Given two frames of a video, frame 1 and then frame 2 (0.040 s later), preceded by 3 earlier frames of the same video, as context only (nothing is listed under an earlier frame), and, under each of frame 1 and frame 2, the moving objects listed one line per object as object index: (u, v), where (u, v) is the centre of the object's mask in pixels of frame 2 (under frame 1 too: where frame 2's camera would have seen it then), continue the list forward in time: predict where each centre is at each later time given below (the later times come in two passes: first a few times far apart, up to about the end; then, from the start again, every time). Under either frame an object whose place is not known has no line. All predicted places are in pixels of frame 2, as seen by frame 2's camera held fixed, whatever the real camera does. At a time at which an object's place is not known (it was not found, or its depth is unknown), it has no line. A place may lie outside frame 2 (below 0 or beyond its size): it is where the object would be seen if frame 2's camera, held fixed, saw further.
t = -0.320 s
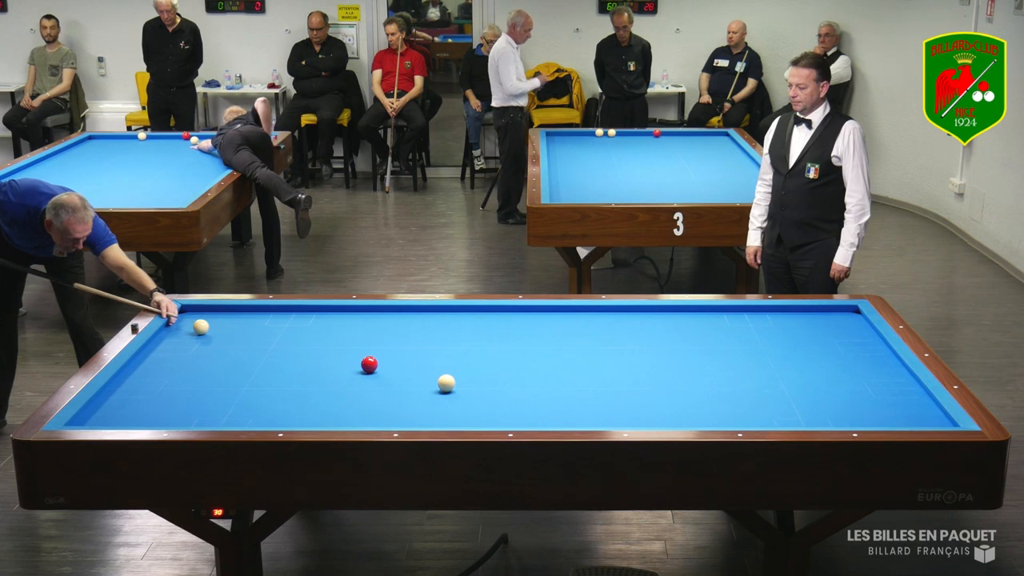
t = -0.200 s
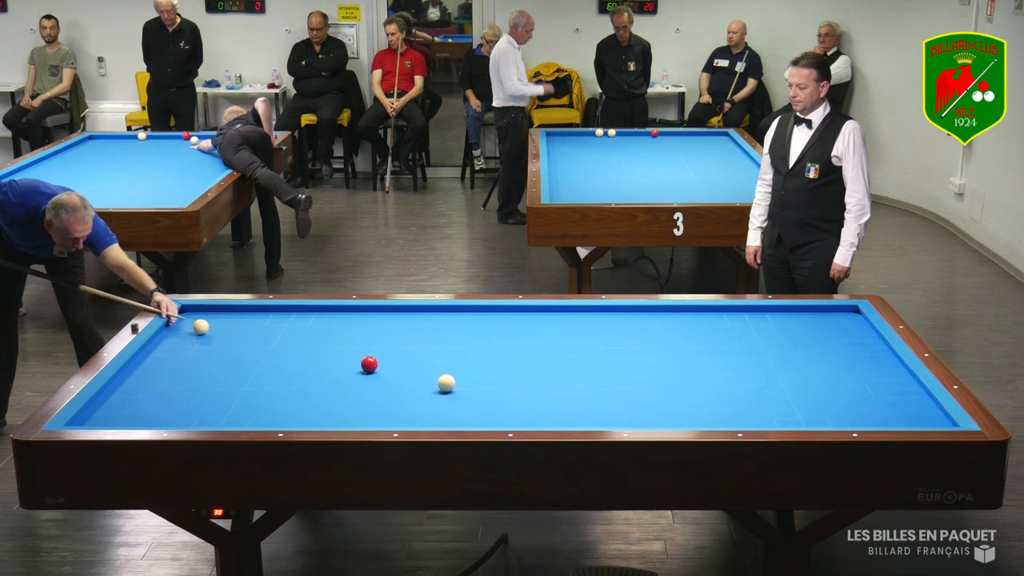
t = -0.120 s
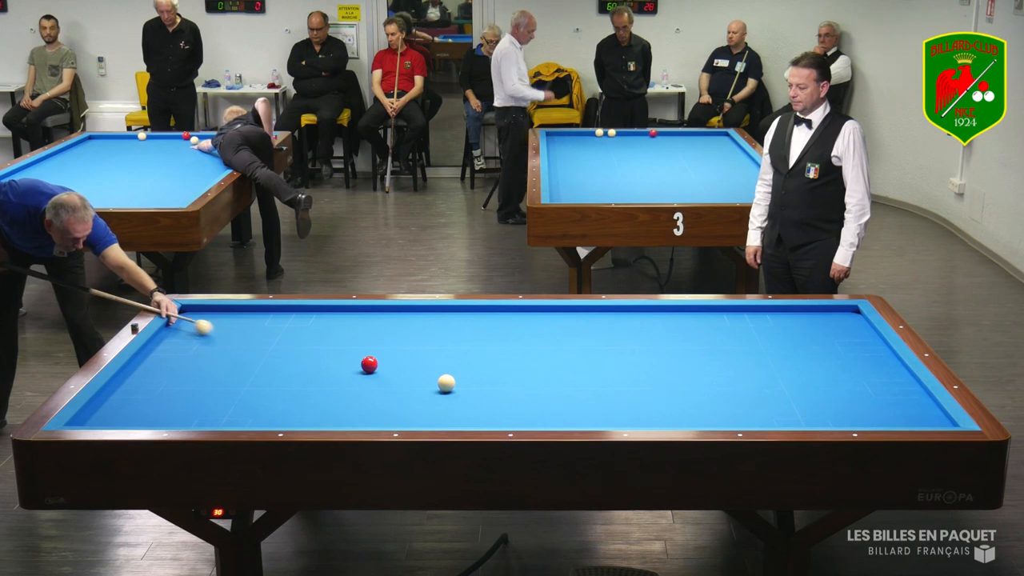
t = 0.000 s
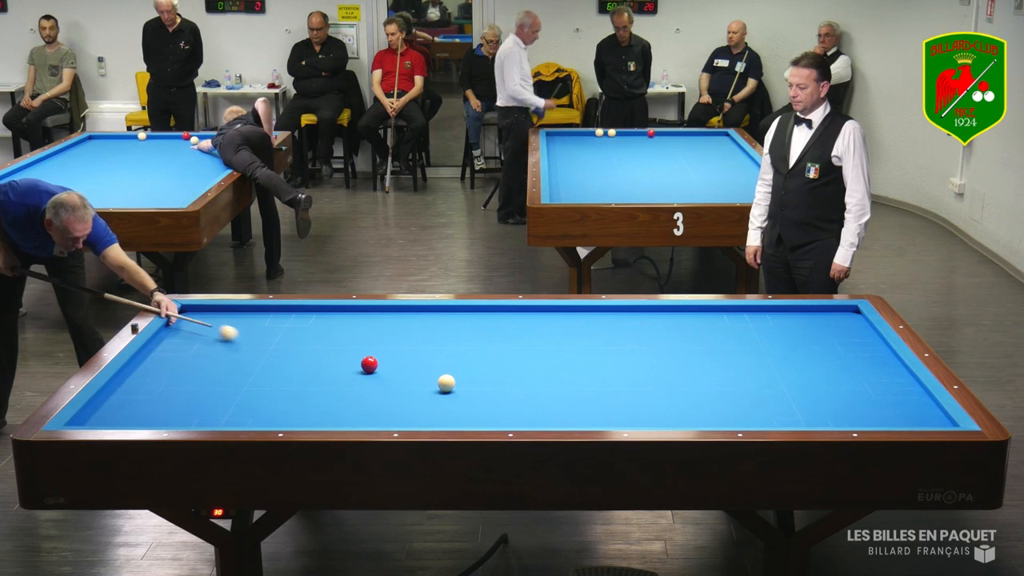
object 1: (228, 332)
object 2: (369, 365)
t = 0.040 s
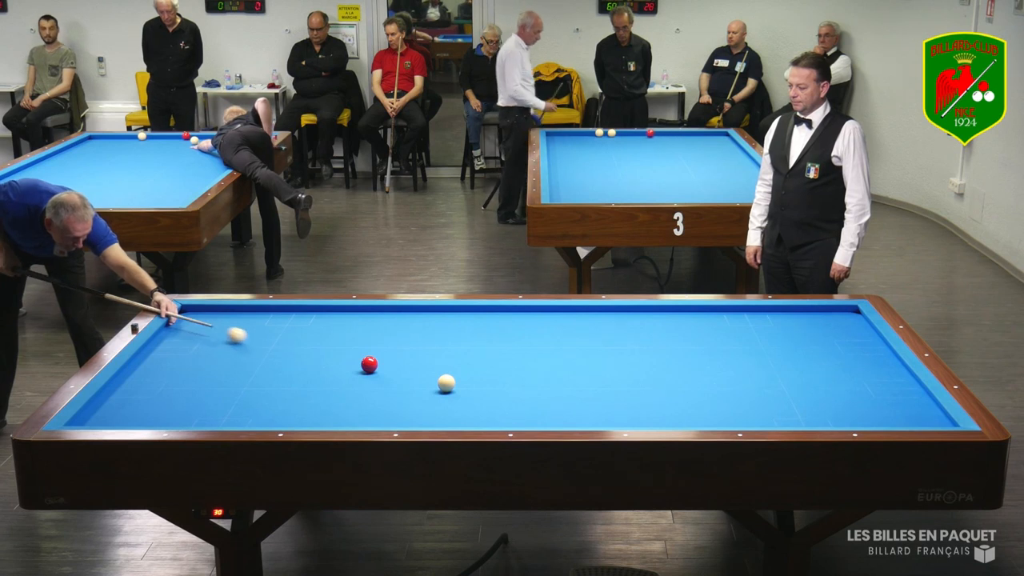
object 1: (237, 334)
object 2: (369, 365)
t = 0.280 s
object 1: (289, 347)
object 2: (369, 364)
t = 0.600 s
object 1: (352, 365)
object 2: (380, 365)
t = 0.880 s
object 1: (358, 378)
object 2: (436, 368)
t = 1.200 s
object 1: (370, 394)
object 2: (493, 372)
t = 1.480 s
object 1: (380, 408)
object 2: (543, 375)
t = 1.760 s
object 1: (391, 419)
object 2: (591, 378)
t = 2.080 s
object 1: (404, 418)
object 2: (647, 381)
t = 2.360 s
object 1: (416, 412)
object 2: (694, 384)
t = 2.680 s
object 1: (427, 404)
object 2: (748, 388)
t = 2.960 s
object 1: (437, 398)
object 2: (795, 390)
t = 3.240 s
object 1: (445, 392)
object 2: (840, 393)
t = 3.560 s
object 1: (455, 388)
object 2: (892, 396)
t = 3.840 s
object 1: (463, 387)
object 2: (919, 399)
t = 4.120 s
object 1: (470, 385)
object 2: (897, 401)
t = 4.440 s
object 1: (477, 384)
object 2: (873, 403)
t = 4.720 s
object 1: (482, 383)
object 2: (853, 404)
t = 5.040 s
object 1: (487, 382)
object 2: (831, 406)
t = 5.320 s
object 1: (490, 382)
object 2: (813, 408)
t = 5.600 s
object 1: (493, 381)
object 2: (796, 410)
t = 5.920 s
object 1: (494, 381)
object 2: (778, 411)
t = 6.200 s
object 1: (494, 381)
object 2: (764, 413)
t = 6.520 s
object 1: (494, 381)
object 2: (748, 414)
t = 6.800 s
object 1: (494, 381)
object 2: (736, 415)
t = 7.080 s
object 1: (494, 381)
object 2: (725, 416)
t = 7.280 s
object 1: (494, 381)
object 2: (717, 416)
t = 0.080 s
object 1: (245, 337)
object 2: (369, 364)
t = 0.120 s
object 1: (253, 339)
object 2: (369, 364)
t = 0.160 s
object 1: (262, 341)
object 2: (369, 364)
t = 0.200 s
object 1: (271, 343)
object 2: (369, 364)
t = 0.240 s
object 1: (280, 345)
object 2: (369, 364)
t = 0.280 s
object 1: (289, 347)
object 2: (369, 364)
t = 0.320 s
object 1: (298, 350)
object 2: (369, 364)
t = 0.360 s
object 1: (307, 352)
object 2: (369, 364)
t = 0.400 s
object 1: (316, 354)
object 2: (369, 364)
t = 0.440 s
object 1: (325, 356)
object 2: (369, 364)
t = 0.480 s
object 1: (334, 358)
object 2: (369, 364)
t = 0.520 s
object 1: (344, 360)
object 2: (369, 364)
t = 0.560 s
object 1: (351, 364)
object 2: (370, 364)
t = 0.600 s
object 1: (352, 365)
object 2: (380, 365)
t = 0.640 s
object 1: (351, 367)
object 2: (390, 366)
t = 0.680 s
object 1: (352, 369)
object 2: (399, 366)
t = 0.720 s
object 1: (353, 371)
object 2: (407, 367)
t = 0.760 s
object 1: (354, 373)
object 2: (415, 367)
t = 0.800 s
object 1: (356, 375)
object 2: (422, 367)
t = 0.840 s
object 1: (357, 376)
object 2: (429, 368)
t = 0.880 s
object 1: (358, 378)
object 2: (436, 368)
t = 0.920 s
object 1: (360, 380)
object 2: (444, 367)
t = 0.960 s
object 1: (361, 382)
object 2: (451, 368)
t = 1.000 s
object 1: (363, 384)
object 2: (458, 370)
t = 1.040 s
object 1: (364, 386)
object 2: (465, 370)
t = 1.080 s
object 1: (365, 388)
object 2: (472, 371)
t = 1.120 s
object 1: (367, 390)
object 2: (479, 371)
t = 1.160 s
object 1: (368, 392)
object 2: (486, 371)
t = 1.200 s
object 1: (370, 394)
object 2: (493, 372)
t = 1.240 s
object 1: (371, 396)
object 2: (501, 372)
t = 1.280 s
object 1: (373, 398)
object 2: (508, 373)
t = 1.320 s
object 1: (374, 400)
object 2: (515, 373)
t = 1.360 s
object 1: (375, 402)
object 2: (521, 373)
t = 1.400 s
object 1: (377, 404)
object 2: (529, 374)
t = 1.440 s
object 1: (378, 406)
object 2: (536, 374)
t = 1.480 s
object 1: (380, 408)
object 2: (543, 375)
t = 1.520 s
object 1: (381, 410)
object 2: (550, 375)
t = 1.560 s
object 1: (383, 412)
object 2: (557, 375)
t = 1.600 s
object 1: (385, 414)
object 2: (564, 376)
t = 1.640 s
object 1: (386, 416)
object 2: (571, 377)
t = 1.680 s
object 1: (387, 417)
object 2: (578, 377)
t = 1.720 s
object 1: (389, 418)
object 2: (585, 378)
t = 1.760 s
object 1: (391, 419)
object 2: (591, 378)
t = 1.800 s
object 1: (392, 421)
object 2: (598, 378)
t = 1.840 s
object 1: (394, 422)
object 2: (605, 379)
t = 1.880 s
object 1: (396, 422)
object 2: (612, 379)
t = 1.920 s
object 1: (398, 421)
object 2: (619, 380)
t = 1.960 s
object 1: (399, 420)
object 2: (626, 380)
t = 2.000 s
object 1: (401, 419)
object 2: (633, 381)
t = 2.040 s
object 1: (403, 419)
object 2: (640, 381)
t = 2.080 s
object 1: (404, 418)
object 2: (647, 381)
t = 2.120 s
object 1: (406, 418)
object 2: (653, 382)
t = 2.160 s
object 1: (408, 417)
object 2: (660, 382)
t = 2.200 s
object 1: (409, 416)
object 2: (667, 383)
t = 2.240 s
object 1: (411, 415)
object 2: (674, 383)
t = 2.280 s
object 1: (412, 414)
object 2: (681, 384)
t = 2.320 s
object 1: (414, 413)
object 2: (687, 384)
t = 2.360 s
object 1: (416, 412)
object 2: (694, 384)
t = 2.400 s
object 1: (417, 411)
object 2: (701, 385)
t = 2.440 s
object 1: (418, 410)
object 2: (708, 385)
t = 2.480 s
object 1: (420, 409)
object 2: (714, 386)
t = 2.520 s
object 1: (421, 408)
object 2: (721, 386)
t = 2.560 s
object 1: (423, 407)
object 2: (728, 386)
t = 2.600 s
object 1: (425, 406)
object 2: (734, 387)
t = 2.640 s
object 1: (426, 405)
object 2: (741, 387)
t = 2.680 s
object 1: (427, 404)
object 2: (748, 388)
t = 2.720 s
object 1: (429, 403)
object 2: (754, 388)
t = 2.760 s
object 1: (430, 402)
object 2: (761, 388)
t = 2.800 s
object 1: (431, 401)
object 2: (768, 389)
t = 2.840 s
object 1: (433, 400)
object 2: (775, 389)
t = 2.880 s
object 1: (434, 400)
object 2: (781, 390)
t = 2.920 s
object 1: (435, 399)
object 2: (788, 390)
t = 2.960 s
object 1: (437, 398)
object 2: (795, 390)
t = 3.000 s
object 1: (438, 397)
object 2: (801, 391)
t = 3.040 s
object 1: (439, 396)
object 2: (808, 391)
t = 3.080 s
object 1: (441, 395)
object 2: (814, 392)
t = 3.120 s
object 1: (442, 395)
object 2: (821, 392)
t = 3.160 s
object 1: (443, 394)
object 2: (827, 392)
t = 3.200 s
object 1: (444, 393)
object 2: (834, 393)
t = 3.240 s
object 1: (445, 392)
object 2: (840, 393)
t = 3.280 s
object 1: (446, 391)
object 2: (847, 394)
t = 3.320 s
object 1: (448, 391)
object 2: (853, 394)
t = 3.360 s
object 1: (449, 390)
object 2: (860, 394)
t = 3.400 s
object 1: (450, 389)
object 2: (866, 395)
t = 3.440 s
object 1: (451, 389)
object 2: (873, 395)
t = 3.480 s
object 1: (452, 388)
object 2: (879, 395)
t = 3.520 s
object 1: (453, 389)
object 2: (885, 396)
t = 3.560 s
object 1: (455, 388)
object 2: (892, 396)
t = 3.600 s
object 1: (456, 388)
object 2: (898, 396)
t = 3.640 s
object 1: (457, 388)
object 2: (905, 397)
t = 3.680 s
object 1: (459, 388)
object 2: (911, 397)
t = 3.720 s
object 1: (459, 388)
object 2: (917, 398)
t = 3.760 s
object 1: (461, 387)
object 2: (924, 398)
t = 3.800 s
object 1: (462, 387)
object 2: (924, 399)
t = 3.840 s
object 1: (463, 387)
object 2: (919, 399)
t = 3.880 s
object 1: (464, 387)
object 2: (916, 399)
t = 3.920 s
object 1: (465, 387)
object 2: (913, 400)
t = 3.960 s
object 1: (466, 386)
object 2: (910, 400)
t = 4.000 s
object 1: (467, 386)
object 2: (906, 400)
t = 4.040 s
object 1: (468, 386)
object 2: (903, 400)
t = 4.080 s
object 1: (469, 386)
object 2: (900, 401)
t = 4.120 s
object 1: (470, 385)
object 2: (897, 401)
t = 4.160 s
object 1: (471, 385)
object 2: (894, 401)
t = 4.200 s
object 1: (472, 385)
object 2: (891, 401)
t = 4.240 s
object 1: (473, 385)
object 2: (888, 402)
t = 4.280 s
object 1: (474, 385)
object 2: (885, 402)
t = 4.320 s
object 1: (475, 384)
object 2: (882, 402)
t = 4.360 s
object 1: (475, 384)
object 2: (879, 402)
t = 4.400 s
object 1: (476, 384)
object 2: (876, 403)
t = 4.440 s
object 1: (477, 384)
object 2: (873, 403)
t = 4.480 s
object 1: (478, 384)
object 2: (870, 403)
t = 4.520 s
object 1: (479, 384)
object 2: (867, 403)
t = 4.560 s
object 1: (479, 383)
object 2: (864, 403)
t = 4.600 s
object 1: (480, 383)
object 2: (861, 404)
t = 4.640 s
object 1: (481, 383)
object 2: (858, 404)
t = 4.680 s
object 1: (482, 383)
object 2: (855, 404)
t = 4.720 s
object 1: (482, 383)
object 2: (853, 404)
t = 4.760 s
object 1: (483, 383)
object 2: (850, 405)
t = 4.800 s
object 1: (484, 383)
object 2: (847, 405)
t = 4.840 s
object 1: (484, 383)
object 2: (845, 405)
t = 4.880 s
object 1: (485, 383)
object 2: (842, 405)
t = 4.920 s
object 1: (485, 383)
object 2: (839, 406)
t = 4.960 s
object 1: (486, 382)
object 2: (836, 406)
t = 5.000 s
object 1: (487, 382)
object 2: (834, 406)
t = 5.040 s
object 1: (487, 382)
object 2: (831, 406)
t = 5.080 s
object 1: (488, 382)
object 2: (828, 407)
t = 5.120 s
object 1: (488, 382)
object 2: (826, 407)
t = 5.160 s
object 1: (489, 382)
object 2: (823, 407)
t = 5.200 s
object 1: (489, 382)
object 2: (821, 407)
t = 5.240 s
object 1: (490, 382)
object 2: (818, 408)
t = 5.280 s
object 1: (490, 382)
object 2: (816, 408)
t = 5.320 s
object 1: (490, 382)
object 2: (813, 408)
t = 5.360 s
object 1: (491, 382)
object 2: (811, 408)
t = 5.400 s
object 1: (491, 381)
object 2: (808, 408)
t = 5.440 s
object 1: (491, 381)
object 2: (806, 409)
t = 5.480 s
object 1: (492, 381)
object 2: (803, 409)
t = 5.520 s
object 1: (492, 381)
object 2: (801, 409)
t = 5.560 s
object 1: (493, 381)
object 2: (798, 409)
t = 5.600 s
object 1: (493, 381)
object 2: (796, 410)
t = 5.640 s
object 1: (493, 381)
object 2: (794, 410)
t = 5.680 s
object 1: (493, 381)
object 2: (791, 410)
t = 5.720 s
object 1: (494, 381)
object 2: (789, 410)
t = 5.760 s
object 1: (494, 381)
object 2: (787, 411)
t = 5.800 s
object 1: (494, 381)
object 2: (785, 411)
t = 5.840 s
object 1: (494, 381)
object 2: (783, 411)
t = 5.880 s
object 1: (494, 381)
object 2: (780, 411)
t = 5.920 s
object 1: (494, 381)
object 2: (778, 411)
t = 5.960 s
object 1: (494, 381)
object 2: (776, 412)
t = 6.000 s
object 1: (494, 381)
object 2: (774, 412)
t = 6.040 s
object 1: (494, 381)
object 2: (772, 412)
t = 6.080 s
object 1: (494, 381)
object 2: (770, 412)
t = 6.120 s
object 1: (494, 381)
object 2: (768, 412)
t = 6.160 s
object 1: (494, 381)
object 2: (766, 412)
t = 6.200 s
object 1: (494, 381)
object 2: (764, 413)
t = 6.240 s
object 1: (494, 381)
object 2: (762, 413)
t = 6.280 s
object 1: (494, 381)
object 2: (760, 413)
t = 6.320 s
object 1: (494, 381)
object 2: (757, 413)
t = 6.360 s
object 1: (494, 381)
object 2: (756, 413)
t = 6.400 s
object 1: (494, 381)
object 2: (754, 414)
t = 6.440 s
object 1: (494, 381)
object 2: (752, 414)
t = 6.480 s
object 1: (494, 381)
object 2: (750, 414)
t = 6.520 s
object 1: (494, 381)
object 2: (748, 414)
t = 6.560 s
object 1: (494, 381)
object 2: (746, 414)
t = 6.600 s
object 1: (494, 381)
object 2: (745, 414)
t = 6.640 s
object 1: (494, 381)
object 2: (743, 414)
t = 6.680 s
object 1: (494, 381)
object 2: (741, 414)
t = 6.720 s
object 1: (494, 381)
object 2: (739, 414)
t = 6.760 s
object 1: (494, 381)
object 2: (738, 415)
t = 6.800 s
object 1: (494, 381)
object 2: (736, 415)
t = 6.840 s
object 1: (494, 381)
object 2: (734, 415)
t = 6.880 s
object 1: (494, 381)
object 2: (733, 415)
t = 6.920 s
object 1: (494, 381)
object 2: (731, 415)
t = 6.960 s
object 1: (494, 381)
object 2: (729, 415)
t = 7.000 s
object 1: (494, 381)
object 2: (728, 416)
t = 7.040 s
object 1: (494, 381)
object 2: (726, 416)
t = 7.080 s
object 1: (494, 381)
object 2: (725, 416)
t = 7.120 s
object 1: (494, 381)
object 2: (723, 416)
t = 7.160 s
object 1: (494, 381)
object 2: (722, 416)
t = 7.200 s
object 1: (494, 381)
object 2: (720, 416)
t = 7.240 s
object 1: (494, 381)
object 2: (719, 416)
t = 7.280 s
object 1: (494, 381)
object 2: (717, 416)
